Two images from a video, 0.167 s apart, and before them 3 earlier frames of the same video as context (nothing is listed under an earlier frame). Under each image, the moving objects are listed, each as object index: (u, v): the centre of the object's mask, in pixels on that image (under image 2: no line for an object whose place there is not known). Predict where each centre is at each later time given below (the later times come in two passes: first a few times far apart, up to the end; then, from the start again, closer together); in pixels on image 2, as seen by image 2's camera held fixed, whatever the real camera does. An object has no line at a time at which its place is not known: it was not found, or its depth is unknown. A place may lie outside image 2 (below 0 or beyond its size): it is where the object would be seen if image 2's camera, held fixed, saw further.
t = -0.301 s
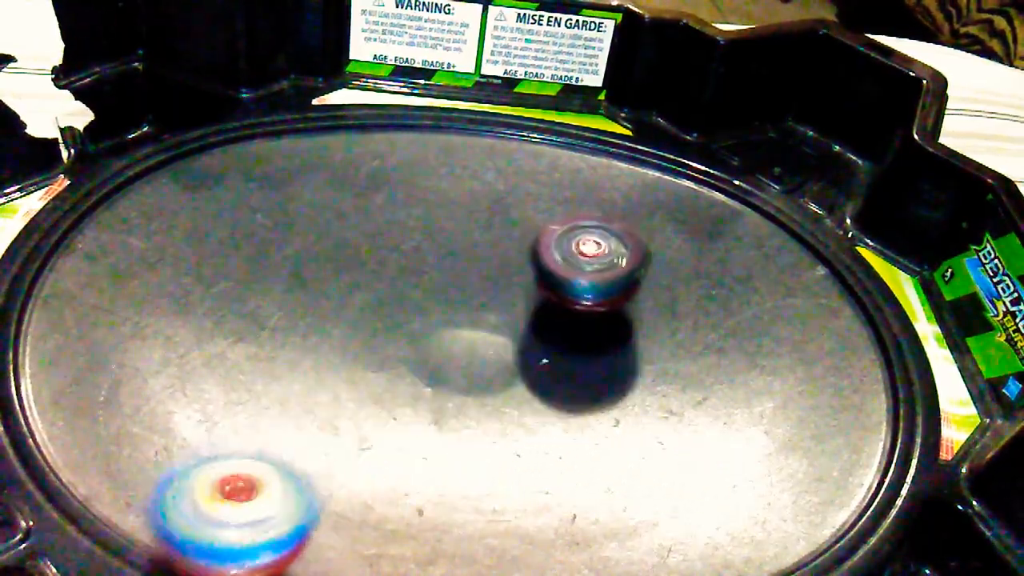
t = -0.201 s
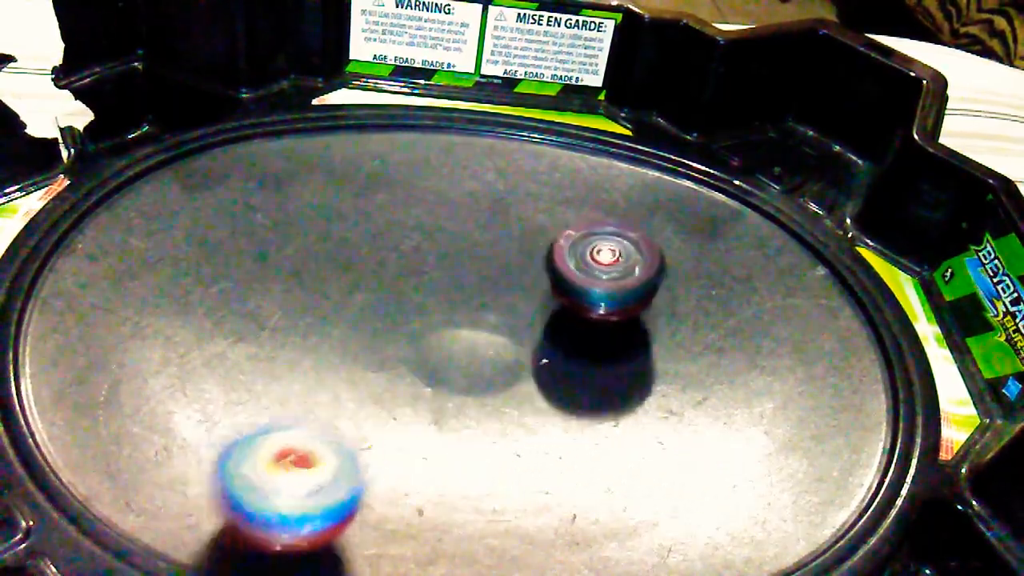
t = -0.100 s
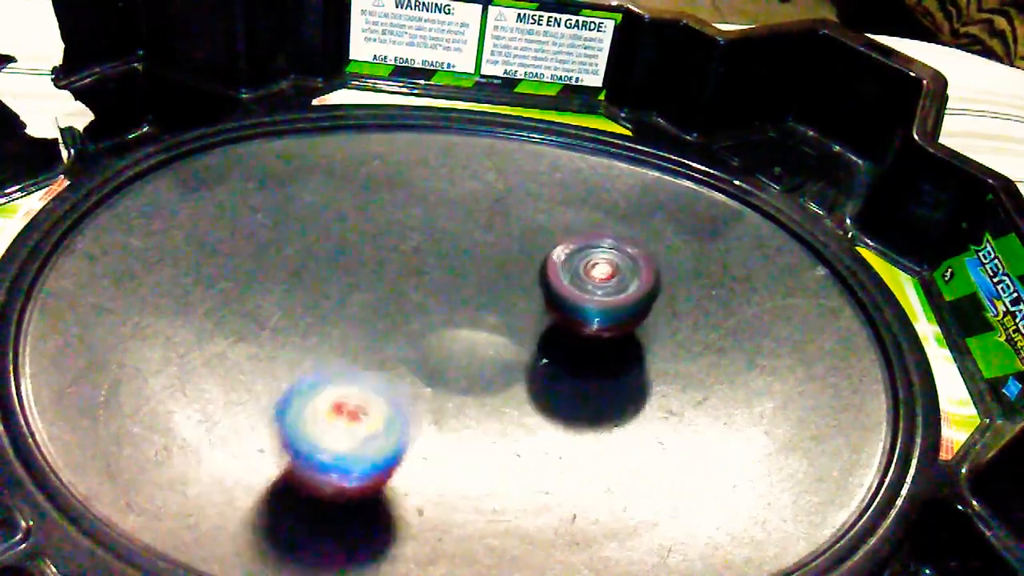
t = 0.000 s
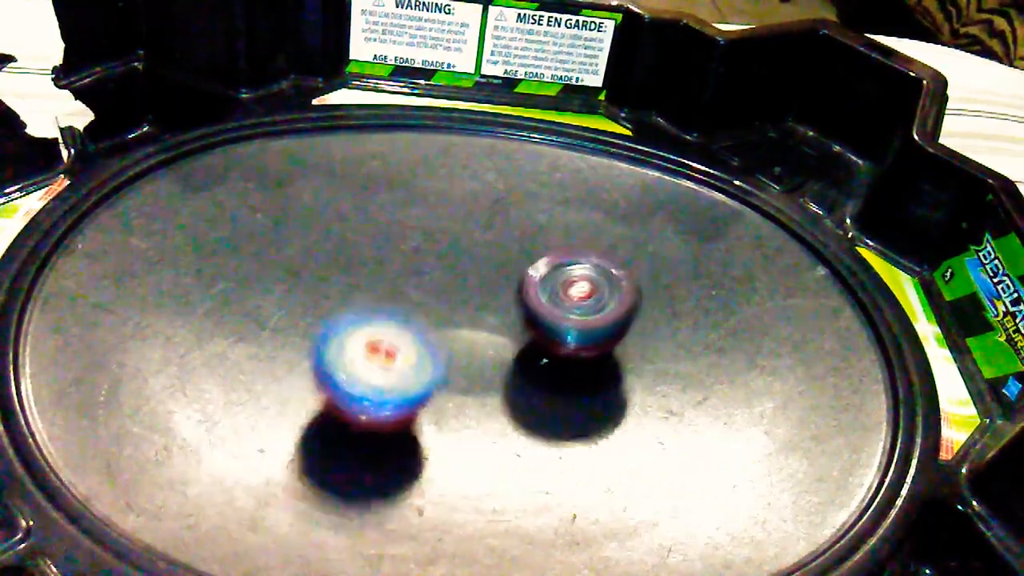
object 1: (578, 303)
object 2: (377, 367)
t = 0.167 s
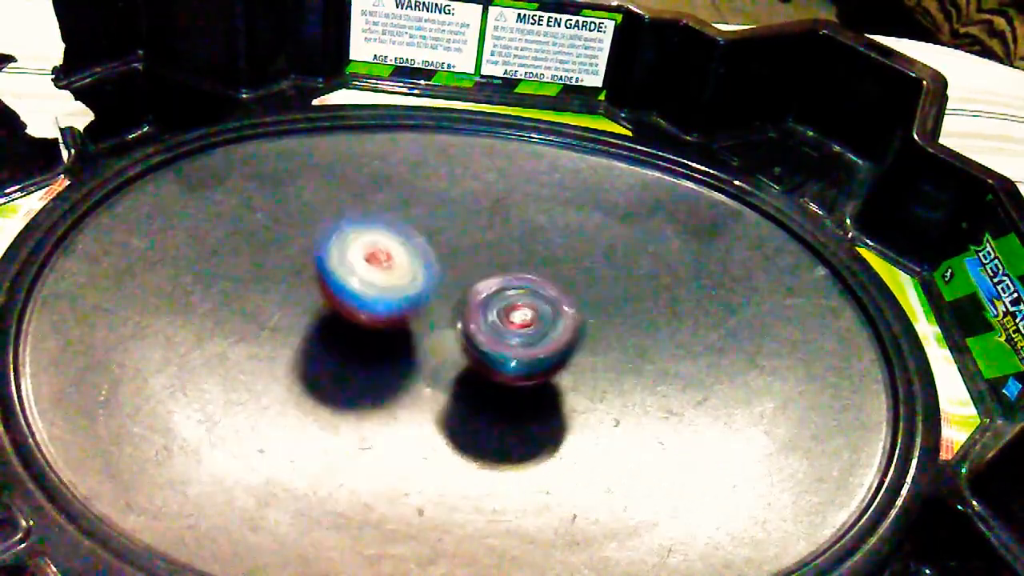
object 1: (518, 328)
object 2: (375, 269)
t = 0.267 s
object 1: (483, 337)
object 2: (348, 225)
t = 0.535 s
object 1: (402, 372)
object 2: (298, 236)
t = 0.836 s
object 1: (390, 431)
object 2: (402, 318)
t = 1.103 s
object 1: (436, 424)
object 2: (548, 337)
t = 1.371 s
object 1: (494, 367)
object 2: (612, 311)
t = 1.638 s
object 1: (461, 329)
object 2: (585, 286)
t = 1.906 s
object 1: (390, 325)
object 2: (528, 317)
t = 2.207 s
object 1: (353, 348)
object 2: (506, 407)
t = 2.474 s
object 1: (372, 374)
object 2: (514, 401)
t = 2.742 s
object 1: (347, 353)
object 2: (559, 342)
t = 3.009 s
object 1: (366, 352)
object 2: (503, 292)
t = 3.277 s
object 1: (289, 374)
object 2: (522, 249)
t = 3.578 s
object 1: (363, 384)
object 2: (482, 328)
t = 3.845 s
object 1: (391, 382)
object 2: (597, 350)
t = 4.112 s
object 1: (457, 344)
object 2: (591, 330)
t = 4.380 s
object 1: (410, 324)
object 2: (570, 314)
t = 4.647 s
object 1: (294, 327)
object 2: (617, 325)
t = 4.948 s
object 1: (300, 381)
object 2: (537, 368)
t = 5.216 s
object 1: (169, 393)
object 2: (646, 367)
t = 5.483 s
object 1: (180, 383)
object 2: (717, 309)
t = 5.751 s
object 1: (340, 368)
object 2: (586, 305)
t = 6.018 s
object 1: (315, 361)
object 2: (539, 271)
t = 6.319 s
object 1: (341, 351)
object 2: (513, 247)
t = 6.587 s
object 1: (363, 383)
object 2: (567, 280)
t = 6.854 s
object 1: (378, 381)
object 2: (631, 327)
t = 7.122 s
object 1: (459, 340)
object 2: (596, 394)
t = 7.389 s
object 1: (443, 318)
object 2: (522, 433)
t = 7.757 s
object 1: (399, 298)
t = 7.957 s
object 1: (420, 306)
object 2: (345, 406)
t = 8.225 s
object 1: (445, 333)
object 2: (309, 381)
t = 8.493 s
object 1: (460, 350)
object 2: (314, 350)
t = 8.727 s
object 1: (489, 364)
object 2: (340, 312)
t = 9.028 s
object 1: (500, 368)
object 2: (374, 317)
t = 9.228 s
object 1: (498, 372)
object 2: (379, 315)
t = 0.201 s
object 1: (506, 330)
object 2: (368, 253)
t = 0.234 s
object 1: (495, 333)
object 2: (359, 238)
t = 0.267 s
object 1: (483, 337)
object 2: (348, 225)
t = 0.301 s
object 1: (472, 341)
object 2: (338, 216)
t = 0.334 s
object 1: (460, 345)
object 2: (328, 208)
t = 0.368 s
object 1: (448, 350)
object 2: (317, 205)
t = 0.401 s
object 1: (437, 356)
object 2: (308, 205)
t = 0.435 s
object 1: (428, 360)
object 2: (303, 208)
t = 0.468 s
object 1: (419, 364)
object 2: (298, 214)
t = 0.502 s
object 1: (410, 368)
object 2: (297, 224)
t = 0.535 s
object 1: (402, 372)
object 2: (298, 236)
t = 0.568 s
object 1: (395, 375)
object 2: (303, 252)
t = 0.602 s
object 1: (389, 378)
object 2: (310, 268)
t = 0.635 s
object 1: (385, 384)
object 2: (320, 281)
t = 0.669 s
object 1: (386, 396)
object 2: (328, 289)
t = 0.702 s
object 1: (387, 406)
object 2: (338, 296)
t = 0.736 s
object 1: (387, 413)
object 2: (351, 302)
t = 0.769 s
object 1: (388, 421)
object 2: (367, 308)
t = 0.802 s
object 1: (388, 427)
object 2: (384, 313)
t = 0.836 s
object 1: (390, 431)
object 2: (402, 318)
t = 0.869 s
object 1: (394, 435)
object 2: (421, 323)
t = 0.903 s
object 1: (398, 437)
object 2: (441, 326)
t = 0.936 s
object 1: (403, 438)
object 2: (459, 327)
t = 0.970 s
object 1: (409, 437)
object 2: (476, 330)
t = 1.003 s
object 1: (415, 434)
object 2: (495, 332)
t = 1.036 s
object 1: (422, 432)
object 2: (513, 334)
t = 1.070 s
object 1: (429, 428)
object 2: (529, 336)
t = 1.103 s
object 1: (436, 424)
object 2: (548, 337)
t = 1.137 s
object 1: (444, 418)
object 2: (564, 337)
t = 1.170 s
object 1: (452, 412)
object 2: (581, 335)
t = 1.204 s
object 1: (460, 405)
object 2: (594, 332)
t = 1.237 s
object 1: (469, 397)
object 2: (603, 328)
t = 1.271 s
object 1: (475, 389)
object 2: (610, 323)
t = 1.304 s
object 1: (482, 383)
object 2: (614, 318)
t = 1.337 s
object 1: (489, 375)
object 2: (614, 315)
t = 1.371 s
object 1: (494, 367)
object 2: (612, 311)
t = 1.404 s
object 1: (497, 360)
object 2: (609, 308)
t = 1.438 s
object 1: (493, 354)
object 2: (610, 301)
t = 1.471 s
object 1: (488, 351)
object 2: (609, 296)
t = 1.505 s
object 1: (485, 346)
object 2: (606, 293)
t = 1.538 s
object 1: (485, 339)
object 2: (599, 291)
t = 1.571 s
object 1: (480, 334)
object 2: (592, 290)
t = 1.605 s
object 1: (471, 332)
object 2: (588, 288)
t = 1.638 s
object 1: (461, 329)
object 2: (585, 286)
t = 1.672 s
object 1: (453, 326)
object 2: (578, 287)
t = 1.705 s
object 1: (446, 324)
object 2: (570, 288)
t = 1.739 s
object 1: (438, 322)
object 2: (562, 291)
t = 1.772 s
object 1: (427, 323)
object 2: (554, 294)
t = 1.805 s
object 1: (417, 323)
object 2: (547, 299)
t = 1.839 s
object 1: (407, 324)
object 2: (541, 304)
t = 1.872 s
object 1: (398, 325)
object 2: (533, 311)
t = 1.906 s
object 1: (390, 325)
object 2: (528, 317)
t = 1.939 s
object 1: (383, 326)
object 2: (523, 327)
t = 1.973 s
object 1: (376, 327)
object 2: (520, 338)
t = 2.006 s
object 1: (370, 329)
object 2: (517, 351)
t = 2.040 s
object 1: (365, 331)
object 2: (514, 363)
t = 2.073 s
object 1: (361, 334)
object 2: (511, 375)
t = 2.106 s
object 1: (358, 337)
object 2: (508, 386)
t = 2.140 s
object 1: (355, 341)
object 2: (507, 395)
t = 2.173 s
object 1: (354, 344)
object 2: (507, 403)
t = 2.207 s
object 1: (353, 348)
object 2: (506, 407)
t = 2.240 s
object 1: (353, 352)
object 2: (508, 414)
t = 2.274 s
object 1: (353, 356)
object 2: (510, 416)
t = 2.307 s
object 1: (355, 360)
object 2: (513, 418)
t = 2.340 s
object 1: (357, 364)
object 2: (515, 418)
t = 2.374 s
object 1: (359, 367)
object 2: (517, 415)
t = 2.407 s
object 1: (362, 370)
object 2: (517, 412)
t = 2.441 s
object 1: (368, 372)
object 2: (516, 406)
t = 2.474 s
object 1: (372, 374)
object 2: (514, 401)
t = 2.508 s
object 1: (364, 372)
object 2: (527, 395)
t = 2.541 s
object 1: (352, 369)
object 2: (541, 390)
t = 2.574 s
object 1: (345, 365)
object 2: (553, 384)
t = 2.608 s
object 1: (341, 361)
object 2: (561, 376)
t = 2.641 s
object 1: (340, 358)
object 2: (565, 368)
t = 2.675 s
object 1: (340, 356)
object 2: (565, 360)
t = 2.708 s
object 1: (343, 354)
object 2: (563, 351)
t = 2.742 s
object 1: (347, 353)
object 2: (559, 342)
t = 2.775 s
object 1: (351, 352)
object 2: (554, 333)
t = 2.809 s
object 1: (356, 351)
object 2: (545, 325)
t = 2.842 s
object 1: (361, 351)
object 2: (535, 317)
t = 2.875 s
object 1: (367, 350)
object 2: (525, 311)
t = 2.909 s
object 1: (371, 350)
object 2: (514, 307)
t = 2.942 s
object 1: (376, 350)
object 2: (505, 303)
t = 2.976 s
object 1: (379, 348)
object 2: (495, 300)
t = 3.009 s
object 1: (366, 352)
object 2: (503, 292)
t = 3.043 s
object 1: (341, 359)
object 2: (516, 282)
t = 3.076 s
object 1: (323, 365)
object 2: (527, 273)
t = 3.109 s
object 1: (308, 369)
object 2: (531, 265)
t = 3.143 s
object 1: (298, 370)
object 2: (533, 258)
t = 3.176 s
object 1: (292, 371)
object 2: (533, 253)
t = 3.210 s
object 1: (289, 372)
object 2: (530, 250)
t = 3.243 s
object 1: (288, 373)
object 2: (527, 250)
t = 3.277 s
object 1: (289, 374)
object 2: (522, 249)
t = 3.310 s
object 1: (292, 376)
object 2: (516, 252)
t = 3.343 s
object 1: (297, 379)
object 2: (510, 256)
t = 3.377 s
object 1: (304, 380)
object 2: (504, 263)
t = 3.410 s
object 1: (312, 381)
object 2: (497, 272)
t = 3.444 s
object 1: (320, 382)
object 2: (492, 281)
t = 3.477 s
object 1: (330, 384)
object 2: (486, 292)
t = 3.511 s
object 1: (340, 385)
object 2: (483, 304)
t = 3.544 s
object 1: (351, 384)
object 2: (482, 315)
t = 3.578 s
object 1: (363, 384)
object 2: (482, 328)
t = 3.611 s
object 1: (364, 388)
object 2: (492, 336)
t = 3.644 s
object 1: (361, 392)
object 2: (508, 341)
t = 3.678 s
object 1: (361, 393)
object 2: (522, 345)
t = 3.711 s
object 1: (363, 393)
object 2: (538, 350)
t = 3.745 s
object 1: (368, 390)
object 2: (555, 351)
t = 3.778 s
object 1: (374, 388)
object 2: (571, 352)
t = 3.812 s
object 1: (382, 385)
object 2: (584, 353)
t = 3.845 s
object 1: (391, 382)
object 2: (597, 350)
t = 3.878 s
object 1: (400, 378)
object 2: (606, 349)
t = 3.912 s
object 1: (410, 374)
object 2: (613, 346)
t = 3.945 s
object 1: (419, 369)
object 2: (616, 342)
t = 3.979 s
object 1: (428, 366)
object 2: (617, 340)
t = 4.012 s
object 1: (437, 360)
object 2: (615, 337)
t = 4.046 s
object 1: (444, 355)
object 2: (609, 334)
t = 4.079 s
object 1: (451, 349)
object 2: (601, 331)
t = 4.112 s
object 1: (457, 344)
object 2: (591, 330)
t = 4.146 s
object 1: (455, 342)
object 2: (588, 327)
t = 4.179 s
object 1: (449, 338)
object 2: (588, 324)
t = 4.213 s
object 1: (445, 336)
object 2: (586, 320)
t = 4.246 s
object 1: (441, 332)
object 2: (582, 318)
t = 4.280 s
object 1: (438, 330)
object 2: (576, 316)
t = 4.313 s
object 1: (436, 328)
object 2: (569, 314)
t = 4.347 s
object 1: (432, 327)
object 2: (562, 314)
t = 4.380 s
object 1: (410, 324)
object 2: (570, 314)
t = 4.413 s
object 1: (383, 324)
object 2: (583, 315)
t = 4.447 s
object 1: (362, 323)
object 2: (593, 314)
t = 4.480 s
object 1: (343, 320)
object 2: (600, 315)
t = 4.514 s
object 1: (330, 319)
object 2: (609, 316)
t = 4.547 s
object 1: (319, 320)
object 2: (613, 318)
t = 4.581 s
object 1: (309, 321)
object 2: (618, 319)
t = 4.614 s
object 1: (300, 324)
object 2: (618, 322)
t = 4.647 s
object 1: (294, 327)
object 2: (617, 325)
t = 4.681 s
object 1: (286, 333)
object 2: (614, 328)
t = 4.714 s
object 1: (281, 338)
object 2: (610, 332)
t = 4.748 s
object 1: (279, 344)
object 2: (604, 336)
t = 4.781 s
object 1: (278, 349)
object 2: (595, 341)
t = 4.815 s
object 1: (279, 356)
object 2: (586, 345)
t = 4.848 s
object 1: (281, 364)
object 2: (575, 350)
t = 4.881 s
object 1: (285, 370)
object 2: (563, 356)
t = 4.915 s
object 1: (292, 376)
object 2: (551, 362)
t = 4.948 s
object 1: (300, 381)
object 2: (537, 368)
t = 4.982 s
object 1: (309, 386)
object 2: (522, 373)
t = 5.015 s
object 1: (319, 389)
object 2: (511, 379)
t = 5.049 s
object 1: (331, 393)
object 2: (494, 382)
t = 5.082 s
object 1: (337, 394)
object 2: (487, 387)
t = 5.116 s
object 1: (290, 395)
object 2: (534, 387)
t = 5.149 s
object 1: (239, 398)
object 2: (580, 382)
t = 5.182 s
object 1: (199, 394)
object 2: (619, 375)
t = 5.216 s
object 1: (169, 393)
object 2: (646, 367)
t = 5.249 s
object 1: (150, 389)
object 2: (669, 359)
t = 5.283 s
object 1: (138, 385)
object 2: (686, 352)
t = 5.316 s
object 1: (136, 382)
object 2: (698, 345)
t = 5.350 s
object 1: (138, 381)
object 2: (709, 337)
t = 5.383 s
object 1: (144, 381)
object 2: (716, 329)
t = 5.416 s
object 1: (154, 381)
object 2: (723, 324)
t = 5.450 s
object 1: (166, 382)
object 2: (722, 315)
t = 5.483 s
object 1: (180, 383)
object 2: (717, 309)
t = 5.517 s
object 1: (197, 383)
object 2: (709, 303)
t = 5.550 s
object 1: (215, 384)
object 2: (698, 299)
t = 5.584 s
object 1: (234, 384)
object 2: (684, 298)
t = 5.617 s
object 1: (256, 381)
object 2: (666, 297)
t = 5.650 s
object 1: (278, 379)
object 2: (646, 297)
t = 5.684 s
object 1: (298, 376)
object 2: (627, 299)
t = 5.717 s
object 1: (320, 373)
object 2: (604, 302)
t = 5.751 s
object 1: (340, 368)
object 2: (586, 305)
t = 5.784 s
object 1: (359, 362)
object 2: (561, 308)
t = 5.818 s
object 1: (376, 355)
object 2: (540, 310)
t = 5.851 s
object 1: (391, 348)
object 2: (519, 311)
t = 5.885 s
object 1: (388, 337)
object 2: (516, 309)
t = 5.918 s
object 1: (370, 326)
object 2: (527, 298)
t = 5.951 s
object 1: (353, 330)
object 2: (532, 287)
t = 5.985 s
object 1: (337, 342)
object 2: (538, 278)
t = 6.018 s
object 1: (315, 361)
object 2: (539, 271)
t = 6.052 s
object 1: (301, 366)
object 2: (540, 266)
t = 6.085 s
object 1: (294, 368)
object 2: (539, 259)
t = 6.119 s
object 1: (292, 370)
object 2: (537, 255)
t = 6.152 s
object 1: (291, 368)
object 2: (534, 249)
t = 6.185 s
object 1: (298, 366)
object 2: (533, 245)
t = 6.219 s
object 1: (303, 362)
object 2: (528, 242)
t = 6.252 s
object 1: (314, 359)
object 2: (524, 242)
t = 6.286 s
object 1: (326, 353)
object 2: (517, 243)
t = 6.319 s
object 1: (341, 351)
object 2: (513, 247)
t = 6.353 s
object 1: (358, 346)
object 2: (505, 253)
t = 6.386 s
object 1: (371, 343)
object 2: (501, 261)
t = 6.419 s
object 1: (391, 339)
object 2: (493, 273)
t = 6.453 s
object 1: (395, 346)
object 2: (503, 279)
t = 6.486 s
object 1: (391, 354)
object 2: (519, 277)
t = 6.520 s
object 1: (378, 366)
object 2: (539, 277)
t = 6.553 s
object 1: (372, 373)
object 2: (554, 278)
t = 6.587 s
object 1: (363, 383)
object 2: (567, 280)
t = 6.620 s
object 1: (360, 387)
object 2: (577, 282)
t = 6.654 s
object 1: (356, 390)
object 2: (589, 285)
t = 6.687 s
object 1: (355, 393)
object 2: (599, 291)
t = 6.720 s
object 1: (356, 392)
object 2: (610, 296)
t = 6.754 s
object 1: (358, 391)
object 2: (619, 303)
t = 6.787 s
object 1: (363, 389)
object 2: (624, 310)
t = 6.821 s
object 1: (371, 384)
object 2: (628, 317)
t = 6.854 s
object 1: (378, 381)
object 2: (631, 327)
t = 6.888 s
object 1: (389, 374)
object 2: (634, 336)
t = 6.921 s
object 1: (400, 368)
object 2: (632, 346)
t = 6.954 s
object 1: (409, 361)
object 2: (630, 354)
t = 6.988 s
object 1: (420, 357)
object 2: (625, 364)
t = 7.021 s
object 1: (431, 351)
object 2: (621, 371)
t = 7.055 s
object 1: (442, 347)
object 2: (613, 379)
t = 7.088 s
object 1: (452, 343)
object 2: (605, 387)
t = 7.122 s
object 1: (459, 340)
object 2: (596, 394)
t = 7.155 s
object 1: (463, 336)
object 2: (586, 402)
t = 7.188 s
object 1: (460, 333)
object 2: (583, 409)
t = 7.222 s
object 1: (459, 329)
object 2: (577, 417)
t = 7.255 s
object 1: (457, 324)
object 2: (569, 424)
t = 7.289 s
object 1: (456, 323)
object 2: (559, 428)
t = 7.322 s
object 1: (451, 320)
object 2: (548, 430)
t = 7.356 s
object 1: (446, 319)
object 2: (535, 431)
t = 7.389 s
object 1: (443, 318)
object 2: (522, 433)
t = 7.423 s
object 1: (439, 321)
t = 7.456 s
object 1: (436, 322)
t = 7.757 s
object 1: (399, 298)
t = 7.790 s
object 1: (401, 301)
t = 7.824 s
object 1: (406, 301)
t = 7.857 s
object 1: (411, 302)
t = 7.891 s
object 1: (414, 302)
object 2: (361, 405)
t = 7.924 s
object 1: (415, 302)
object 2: (354, 406)
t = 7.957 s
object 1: (420, 306)
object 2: (345, 406)
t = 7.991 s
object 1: (426, 309)
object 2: (340, 402)
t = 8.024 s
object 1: (430, 313)
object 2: (338, 401)
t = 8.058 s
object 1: (429, 316)
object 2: (335, 397)
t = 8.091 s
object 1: (425, 318)
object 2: (337, 393)
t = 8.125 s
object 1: (425, 318)
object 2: (332, 391)
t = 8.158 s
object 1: (426, 324)
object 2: (328, 386)
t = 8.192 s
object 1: (435, 329)
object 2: (324, 384)
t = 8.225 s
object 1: (445, 333)
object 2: (309, 381)
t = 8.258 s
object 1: (445, 335)
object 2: (309, 378)
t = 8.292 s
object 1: (445, 331)
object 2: (307, 376)
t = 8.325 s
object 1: (444, 332)
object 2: (307, 372)
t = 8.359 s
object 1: (442, 339)
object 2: (312, 369)
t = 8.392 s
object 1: (443, 342)
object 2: (315, 366)
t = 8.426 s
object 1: (447, 346)
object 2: (316, 360)
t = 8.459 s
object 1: (455, 347)
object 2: (316, 356)
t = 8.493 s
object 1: (460, 350)
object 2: (314, 350)
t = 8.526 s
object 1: (461, 351)
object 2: (319, 344)
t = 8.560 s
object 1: (462, 353)
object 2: (324, 340)
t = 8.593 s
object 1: (461, 354)
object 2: (326, 336)
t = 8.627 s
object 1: (461, 354)
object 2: (333, 330)
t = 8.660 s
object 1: (466, 355)
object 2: (341, 324)
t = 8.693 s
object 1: (479, 360)
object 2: (338, 316)
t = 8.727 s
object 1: (489, 364)
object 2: (340, 312)
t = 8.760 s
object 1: (492, 364)
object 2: (347, 312)
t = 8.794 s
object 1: (492, 363)
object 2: (353, 313)
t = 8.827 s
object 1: (492, 362)
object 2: (356, 317)
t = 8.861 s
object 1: (490, 360)
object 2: (359, 319)
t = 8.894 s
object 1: (488, 359)
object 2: (367, 322)
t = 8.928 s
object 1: (493, 362)
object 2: (366, 323)
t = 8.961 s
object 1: (498, 366)
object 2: (366, 320)
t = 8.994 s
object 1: (499, 368)
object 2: (369, 316)
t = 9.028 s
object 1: (500, 368)
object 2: (374, 317)
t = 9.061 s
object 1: (499, 368)
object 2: (377, 318)
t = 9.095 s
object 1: (498, 367)
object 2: (381, 321)
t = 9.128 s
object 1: (497, 367)
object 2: (381, 323)
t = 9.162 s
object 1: (500, 370)
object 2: (377, 321)
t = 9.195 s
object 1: (500, 372)
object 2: (374, 317)
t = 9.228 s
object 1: (498, 372)
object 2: (379, 315)
